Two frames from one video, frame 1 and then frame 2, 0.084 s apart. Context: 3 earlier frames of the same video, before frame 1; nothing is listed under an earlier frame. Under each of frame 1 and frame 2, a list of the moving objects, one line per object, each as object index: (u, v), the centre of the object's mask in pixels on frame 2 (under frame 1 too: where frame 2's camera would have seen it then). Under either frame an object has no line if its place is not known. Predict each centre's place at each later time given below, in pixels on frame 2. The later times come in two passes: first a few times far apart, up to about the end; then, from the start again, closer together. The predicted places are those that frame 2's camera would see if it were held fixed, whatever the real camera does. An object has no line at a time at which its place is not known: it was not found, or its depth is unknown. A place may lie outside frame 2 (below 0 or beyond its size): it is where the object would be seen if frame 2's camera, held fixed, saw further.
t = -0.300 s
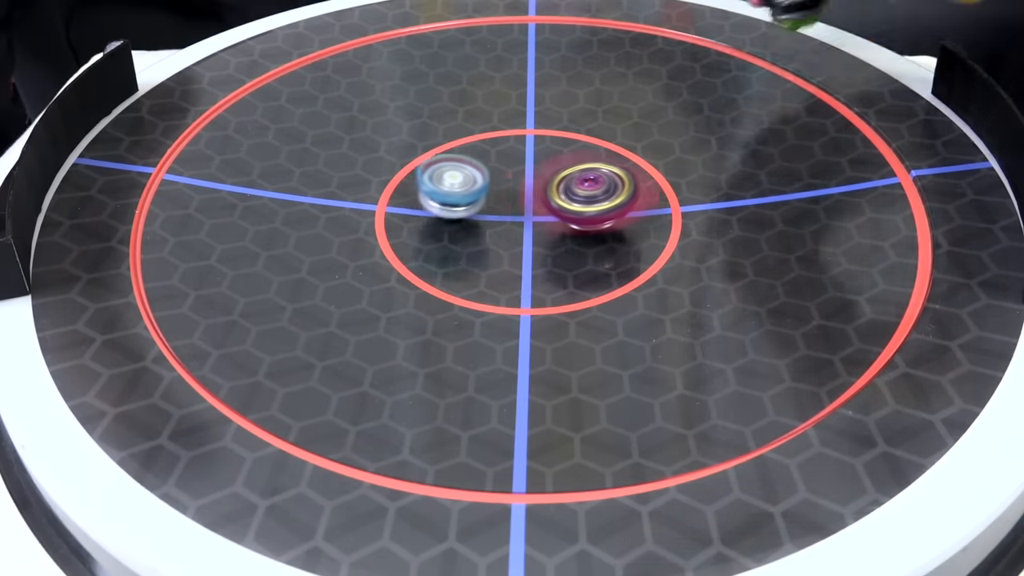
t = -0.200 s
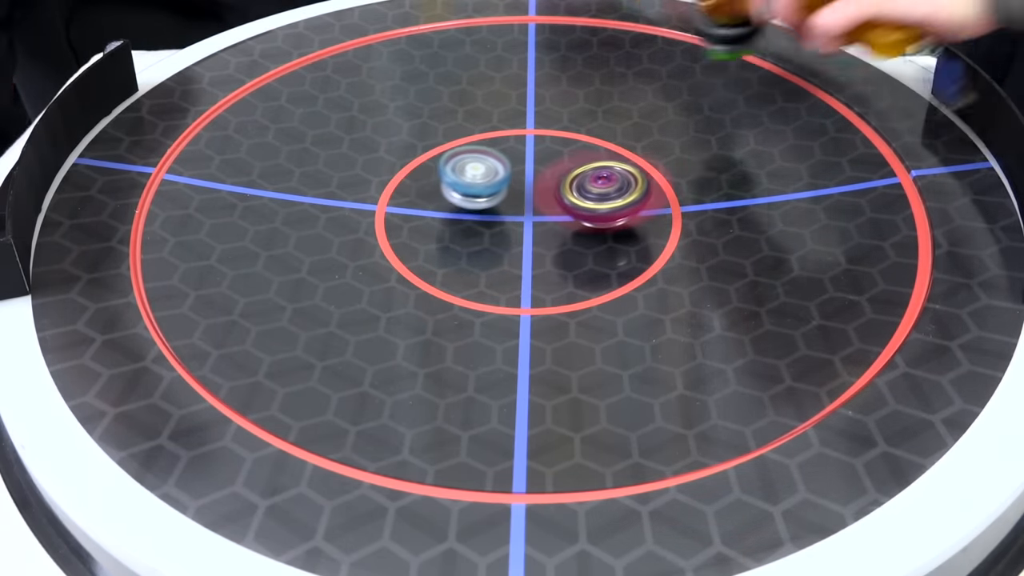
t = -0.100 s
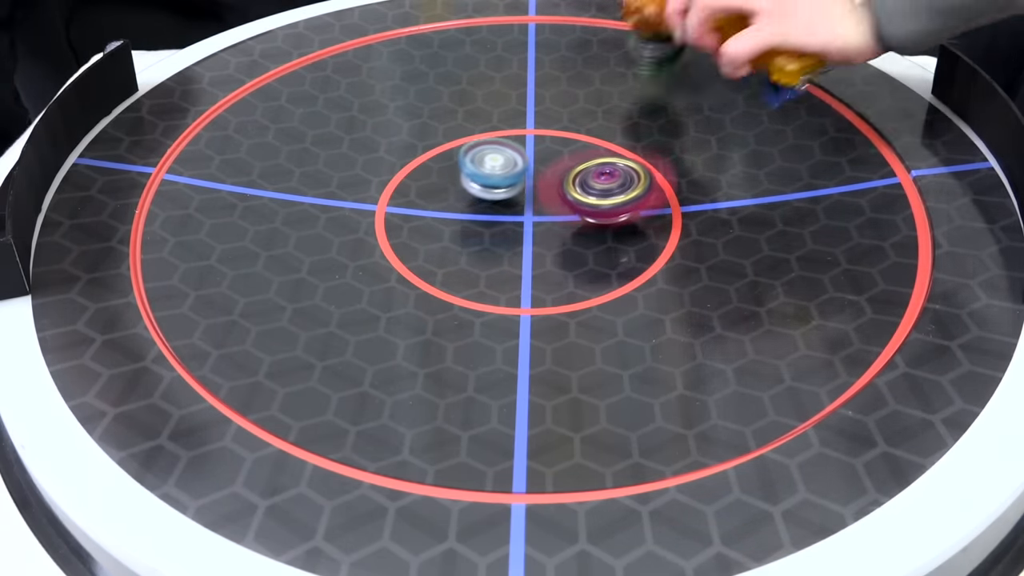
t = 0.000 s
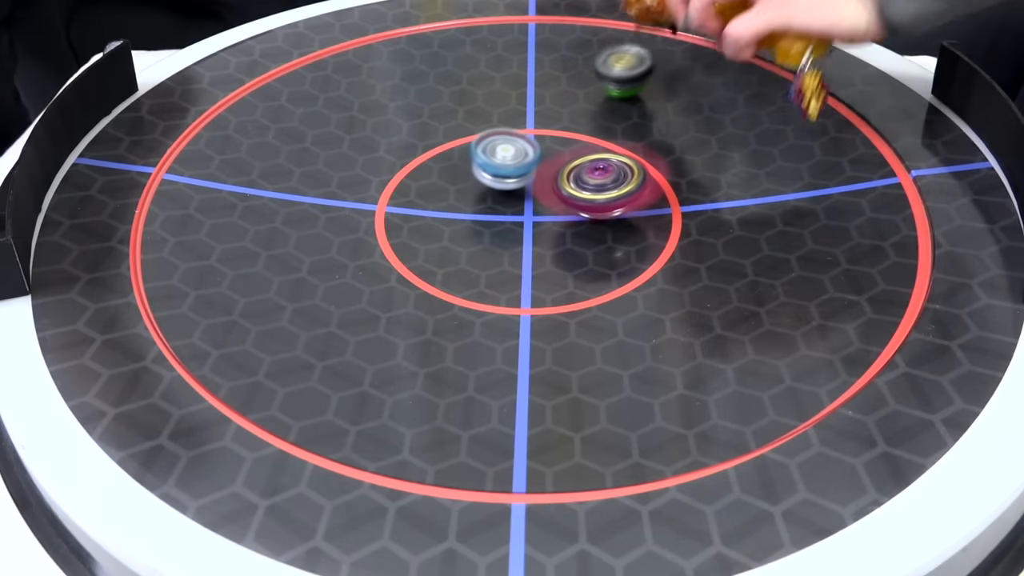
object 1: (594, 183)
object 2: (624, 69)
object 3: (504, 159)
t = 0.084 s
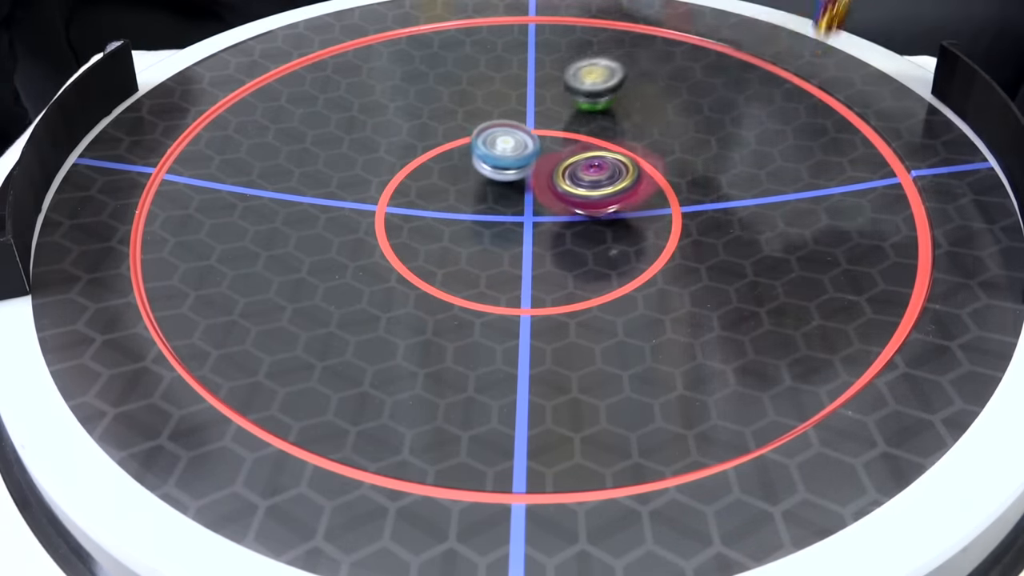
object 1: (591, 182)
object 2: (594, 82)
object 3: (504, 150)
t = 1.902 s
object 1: (507, 251)
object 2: (555, 172)
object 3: (443, 143)
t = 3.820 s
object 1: (533, 170)
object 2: (570, 352)
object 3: (380, 151)
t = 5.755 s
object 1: (535, 195)
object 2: (522, 131)
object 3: (589, 147)
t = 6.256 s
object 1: (523, 195)
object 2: (536, 121)
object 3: (630, 169)
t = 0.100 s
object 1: (590, 180)
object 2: (588, 85)
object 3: (503, 148)
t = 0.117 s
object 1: (589, 180)
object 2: (582, 90)
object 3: (502, 146)
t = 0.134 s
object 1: (589, 179)
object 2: (575, 94)
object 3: (500, 144)
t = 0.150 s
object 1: (588, 179)
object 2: (568, 98)
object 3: (499, 142)
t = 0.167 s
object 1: (588, 178)
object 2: (561, 104)
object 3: (497, 140)
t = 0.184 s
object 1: (587, 177)
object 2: (555, 109)
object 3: (495, 139)
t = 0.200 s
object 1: (586, 177)
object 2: (550, 115)
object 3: (491, 138)
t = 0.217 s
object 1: (587, 177)
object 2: (547, 119)
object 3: (482, 138)
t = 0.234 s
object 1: (587, 177)
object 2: (544, 124)
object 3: (474, 138)
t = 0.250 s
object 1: (587, 177)
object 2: (542, 128)
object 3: (465, 138)
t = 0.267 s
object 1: (587, 178)
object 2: (540, 132)
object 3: (458, 139)
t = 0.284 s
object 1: (587, 180)
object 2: (539, 134)
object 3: (450, 139)
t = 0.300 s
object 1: (586, 182)
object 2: (540, 135)
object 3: (443, 140)
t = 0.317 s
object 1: (585, 184)
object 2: (542, 134)
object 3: (435, 141)
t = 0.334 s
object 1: (579, 188)
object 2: (544, 133)
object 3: (428, 143)
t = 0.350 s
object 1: (575, 191)
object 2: (546, 131)
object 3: (422, 144)
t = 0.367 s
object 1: (572, 194)
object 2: (548, 130)
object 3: (416, 146)
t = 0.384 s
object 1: (569, 197)
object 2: (548, 129)
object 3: (410, 148)
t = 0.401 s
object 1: (567, 200)
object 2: (549, 128)
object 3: (406, 150)
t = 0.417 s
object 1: (564, 203)
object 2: (549, 128)
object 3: (402, 152)
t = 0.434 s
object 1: (562, 206)
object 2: (549, 128)
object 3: (399, 155)
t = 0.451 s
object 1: (559, 209)
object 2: (549, 128)
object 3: (396, 158)
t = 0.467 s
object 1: (556, 212)
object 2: (548, 129)
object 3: (394, 161)
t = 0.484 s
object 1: (555, 213)
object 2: (547, 129)
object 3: (393, 165)
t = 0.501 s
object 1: (554, 214)
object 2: (545, 130)
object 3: (393, 168)
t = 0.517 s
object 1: (552, 216)
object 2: (543, 131)
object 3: (393, 172)
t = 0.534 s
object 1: (550, 219)
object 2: (541, 133)
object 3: (394, 176)
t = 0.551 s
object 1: (549, 221)
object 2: (539, 135)
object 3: (396, 180)
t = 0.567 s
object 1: (547, 224)
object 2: (538, 136)
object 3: (398, 184)
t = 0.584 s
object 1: (546, 225)
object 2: (537, 138)
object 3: (402, 188)
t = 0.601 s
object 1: (545, 227)
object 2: (536, 140)
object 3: (406, 192)
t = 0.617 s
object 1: (544, 229)
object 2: (536, 142)
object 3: (411, 196)
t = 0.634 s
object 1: (543, 231)
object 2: (536, 144)
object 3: (418, 200)
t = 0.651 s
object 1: (541, 232)
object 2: (536, 146)
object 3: (424, 204)
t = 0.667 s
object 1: (539, 235)
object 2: (537, 149)
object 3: (431, 208)
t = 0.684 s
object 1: (539, 236)
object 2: (538, 152)
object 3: (438, 210)
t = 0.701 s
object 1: (539, 240)
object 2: (539, 155)
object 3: (445, 212)
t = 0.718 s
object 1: (541, 243)
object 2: (540, 157)
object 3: (452, 212)
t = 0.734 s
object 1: (541, 246)
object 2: (542, 160)
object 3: (459, 210)
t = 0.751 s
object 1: (541, 252)
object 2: (544, 162)
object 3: (467, 207)
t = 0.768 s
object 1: (539, 254)
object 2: (547, 164)
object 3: (475, 202)
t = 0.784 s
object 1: (538, 256)
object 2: (550, 166)
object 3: (483, 197)
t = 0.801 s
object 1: (537, 258)
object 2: (554, 168)
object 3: (489, 192)
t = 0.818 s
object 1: (536, 260)
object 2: (566, 168)
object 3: (484, 188)
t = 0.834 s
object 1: (536, 262)
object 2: (581, 166)
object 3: (473, 187)
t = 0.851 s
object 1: (536, 264)
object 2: (596, 163)
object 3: (461, 185)
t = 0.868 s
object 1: (535, 266)
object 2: (613, 160)
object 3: (451, 184)
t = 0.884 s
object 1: (534, 268)
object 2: (627, 158)
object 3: (442, 182)
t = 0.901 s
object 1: (532, 269)
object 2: (641, 154)
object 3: (433, 180)
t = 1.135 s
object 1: (495, 280)
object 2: (756, 106)
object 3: (339, 186)
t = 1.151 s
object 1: (492, 281)
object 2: (759, 103)
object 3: (334, 187)
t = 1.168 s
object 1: (486, 282)
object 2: (760, 99)
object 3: (330, 188)
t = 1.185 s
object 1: (483, 282)
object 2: (761, 95)
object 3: (327, 188)
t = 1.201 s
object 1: (482, 282)
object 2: (762, 92)
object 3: (323, 189)
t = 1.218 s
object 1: (477, 282)
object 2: (762, 88)
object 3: (320, 189)
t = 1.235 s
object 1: (475, 282)
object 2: (761, 85)
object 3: (317, 189)
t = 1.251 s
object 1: (474, 283)
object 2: (759, 82)
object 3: (315, 190)
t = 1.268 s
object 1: (471, 284)
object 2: (757, 79)
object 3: (312, 189)
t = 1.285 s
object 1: (471, 284)
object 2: (753, 77)
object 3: (311, 189)
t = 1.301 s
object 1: (470, 285)
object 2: (748, 75)
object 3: (311, 188)
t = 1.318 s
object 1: (470, 285)
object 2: (743, 72)
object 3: (311, 188)
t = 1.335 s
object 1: (470, 285)
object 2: (738, 70)
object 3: (312, 188)
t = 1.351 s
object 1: (470, 286)
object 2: (731, 68)
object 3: (313, 189)
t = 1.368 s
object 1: (470, 286)
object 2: (724, 67)
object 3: (314, 189)
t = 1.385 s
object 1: (470, 286)
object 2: (717, 65)
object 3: (315, 189)
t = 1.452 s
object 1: (470, 286)
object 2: (686, 63)
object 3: (324, 188)
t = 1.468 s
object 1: (472, 285)
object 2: (678, 63)
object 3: (328, 188)
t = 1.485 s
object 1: (474, 285)
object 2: (670, 62)
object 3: (332, 187)
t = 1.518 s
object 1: (477, 283)
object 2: (656, 62)
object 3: (341, 186)
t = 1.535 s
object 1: (480, 281)
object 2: (649, 62)
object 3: (346, 185)
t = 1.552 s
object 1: (483, 280)
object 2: (642, 64)
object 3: (351, 184)
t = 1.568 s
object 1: (484, 279)
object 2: (636, 66)
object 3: (356, 183)
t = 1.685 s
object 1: (491, 270)
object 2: (593, 89)
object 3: (403, 175)
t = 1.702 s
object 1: (492, 269)
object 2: (587, 94)
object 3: (410, 175)
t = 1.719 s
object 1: (493, 268)
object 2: (581, 100)
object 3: (417, 175)
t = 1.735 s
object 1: (494, 267)
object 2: (576, 105)
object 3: (423, 174)
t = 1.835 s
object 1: (502, 259)
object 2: (545, 145)
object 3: (458, 167)
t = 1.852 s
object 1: (504, 258)
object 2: (540, 152)
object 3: (463, 165)
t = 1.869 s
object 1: (505, 256)
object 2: (538, 161)
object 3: (464, 159)
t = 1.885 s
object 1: (506, 253)
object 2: (546, 166)
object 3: (454, 149)
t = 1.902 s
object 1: (507, 251)
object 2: (555, 172)
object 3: (443, 143)
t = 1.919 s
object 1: (507, 250)
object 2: (564, 177)
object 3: (432, 140)
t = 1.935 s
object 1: (508, 248)
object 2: (572, 183)
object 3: (422, 140)
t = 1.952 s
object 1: (510, 247)
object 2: (581, 190)
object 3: (413, 144)
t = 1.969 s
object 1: (510, 245)
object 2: (589, 196)
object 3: (404, 142)
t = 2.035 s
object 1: (514, 238)
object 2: (626, 218)
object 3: (376, 135)
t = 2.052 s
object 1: (515, 237)
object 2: (636, 224)
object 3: (370, 135)
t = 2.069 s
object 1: (515, 234)
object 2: (645, 228)
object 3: (366, 134)
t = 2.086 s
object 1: (516, 233)
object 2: (655, 233)
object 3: (362, 134)
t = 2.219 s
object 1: (522, 222)
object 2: (730, 264)
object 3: (329, 136)
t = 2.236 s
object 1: (522, 221)
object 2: (740, 267)
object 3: (326, 136)
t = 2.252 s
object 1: (523, 220)
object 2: (748, 269)
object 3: (323, 137)
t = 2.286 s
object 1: (524, 217)
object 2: (763, 273)
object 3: (318, 140)
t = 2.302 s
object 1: (524, 215)
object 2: (769, 275)
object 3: (315, 141)
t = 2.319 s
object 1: (525, 215)
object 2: (774, 275)
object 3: (312, 143)
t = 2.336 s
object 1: (525, 213)
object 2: (778, 276)
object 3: (310, 144)
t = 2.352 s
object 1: (525, 213)
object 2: (781, 277)
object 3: (307, 146)
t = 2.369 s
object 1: (525, 213)
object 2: (783, 277)
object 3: (304, 147)
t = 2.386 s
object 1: (525, 212)
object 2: (786, 277)
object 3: (302, 149)
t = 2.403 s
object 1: (525, 211)
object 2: (787, 277)
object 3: (299, 151)
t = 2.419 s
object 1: (526, 210)
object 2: (789, 275)
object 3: (297, 154)
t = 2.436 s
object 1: (526, 209)
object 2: (791, 274)
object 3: (296, 157)
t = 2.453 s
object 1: (526, 209)
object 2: (791, 272)
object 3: (294, 159)
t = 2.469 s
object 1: (527, 208)
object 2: (792, 270)
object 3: (293, 162)
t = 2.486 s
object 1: (527, 206)
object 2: (791, 268)
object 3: (292, 165)
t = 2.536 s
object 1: (528, 204)
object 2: (790, 261)
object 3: (290, 174)
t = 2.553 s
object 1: (528, 204)
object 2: (789, 258)
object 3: (289, 176)
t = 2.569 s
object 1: (529, 203)
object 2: (788, 254)
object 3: (290, 179)
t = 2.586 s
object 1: (528, 203)
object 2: (787, 251)
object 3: (291, 182)
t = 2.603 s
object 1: (528, 203)
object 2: (786, 247)
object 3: (292, 184)
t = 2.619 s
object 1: (528, 202)
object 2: (786, 243)
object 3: (294, 187)
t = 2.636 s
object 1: (528, 201)
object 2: (783, 239)
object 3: (296, 189)
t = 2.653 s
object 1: (528, 201)
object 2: (781, 237)
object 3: (298, 191)
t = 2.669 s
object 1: (528, 200)
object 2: (778, 234)
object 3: (301, 193)
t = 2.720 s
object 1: (528, 198)
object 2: (759, 229)
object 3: (311, 198)
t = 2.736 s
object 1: (527, 198)
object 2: (752, 227)
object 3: (315, 199)
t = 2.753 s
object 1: (528, 198)
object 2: (743, 225)
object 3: (320, 199)
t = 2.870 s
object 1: (526, 194)
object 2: (666, 221)
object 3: (360, 200)
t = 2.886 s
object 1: (526, 194)
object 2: (653, 222)
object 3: (368, 200)
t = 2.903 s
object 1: (526, 194)
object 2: (639, 223)
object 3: (375, 199)
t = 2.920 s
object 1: (525, 193)
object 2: (628, 222)
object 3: (383, 198)
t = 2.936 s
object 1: (524, 193)
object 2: (614, 223)
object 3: (391, 197)
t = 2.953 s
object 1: (523, 190)
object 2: (603, 224)
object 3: (400, 196)
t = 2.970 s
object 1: (521, 187)
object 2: (596, 229)
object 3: (409, 195)
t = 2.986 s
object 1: (519, 183)
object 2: (590, 236)
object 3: (418, 194)
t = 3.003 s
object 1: (517, 178)
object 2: (587, 242)
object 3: (427, 192)
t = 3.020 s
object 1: (517, 174)
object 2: (582, 249)
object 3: (432, 188)
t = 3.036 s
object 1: (519, 171)
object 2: (578, 255)
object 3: (430, 179)
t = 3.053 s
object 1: (520, 169)
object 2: (573, 261)
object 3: (426, 174)
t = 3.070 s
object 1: (524, 166)
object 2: (569, 266)
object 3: (423, 172)
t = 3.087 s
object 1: (527, 165)
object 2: (565, 272)
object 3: (421, 172)
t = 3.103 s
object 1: (529, 164)
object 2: (561, 279)
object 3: (419, 168)
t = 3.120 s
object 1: (531, 164)
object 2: (557, 285)
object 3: (417, 166)
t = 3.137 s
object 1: (534, 163)
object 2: (554, 290)
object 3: (416, 164)
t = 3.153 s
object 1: (535, 162)
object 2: (549, 296)
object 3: (416, 161)
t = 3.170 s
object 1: (537, 162)
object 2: (546, 301)
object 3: (415, 158)
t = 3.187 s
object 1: (537, 161)
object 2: (543, 307)
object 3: (415, 156)
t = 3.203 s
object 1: (539, 161)
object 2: (541, 311)
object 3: (414, 154)
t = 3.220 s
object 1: (540, 161)
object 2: (539, 316)
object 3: (414, 152)
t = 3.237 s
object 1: (541, 161)
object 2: (538, 321)
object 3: (414, 150)
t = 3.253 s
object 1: (541, 161)
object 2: (538, 324)
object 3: (414, 149)
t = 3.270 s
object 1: (542, 161)
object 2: (539, 329)
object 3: (413, 148)
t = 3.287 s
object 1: (542, 161)
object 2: (541, 333)
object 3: (413, 147)
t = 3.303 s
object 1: (542, 161)
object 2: (542, 335)
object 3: (412, 147)
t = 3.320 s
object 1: (543, 162)
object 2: (545, 338)
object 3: (412, 147)
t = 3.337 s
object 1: (543, 162)
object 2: (546, 340)
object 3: (412, 146)
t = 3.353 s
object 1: (543, 162)
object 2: (548, 342)
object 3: (411, 146)
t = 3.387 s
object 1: (542, 163)
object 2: (551, 346)
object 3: (409, 146)
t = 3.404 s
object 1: (542, 163)
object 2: (552, 348)
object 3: (408, 146)
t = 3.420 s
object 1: (542, 164)
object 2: (553, 349)
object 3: (406, 146)
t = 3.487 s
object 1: (540, 165)
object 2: (558, 355)
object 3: (398, 146)
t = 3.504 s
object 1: (540, 165)
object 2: (559, 356)
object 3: (396, 147)
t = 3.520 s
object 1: (540, 166)
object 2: (561, 358)
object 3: (394, 147)
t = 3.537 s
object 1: (540, 166)
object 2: (563, 359)
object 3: (391, 147)
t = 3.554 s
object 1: (539, 166)
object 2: (566, 360)
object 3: (389, 147)
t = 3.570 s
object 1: (539, 166)
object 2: (568, 360)
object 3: (387, 147)
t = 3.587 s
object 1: (538, 167)
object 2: (570, 360)
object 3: (385, 147)
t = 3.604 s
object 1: (538, 167)
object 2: (572, 361)
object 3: (382, 147)
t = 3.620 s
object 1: (537, 167)
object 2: (574, 360)
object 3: (380, 147)
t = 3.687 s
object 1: (536, 168)
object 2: (580, 359)
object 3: (375, 147)
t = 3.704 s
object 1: (535, 168)
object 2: (580, 359)
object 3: (374, 147)
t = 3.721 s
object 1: (535, 169)
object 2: (580, 358)
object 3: (374, 147)
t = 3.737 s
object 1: (534, 169)
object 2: (580, 357)
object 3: (374, 148)
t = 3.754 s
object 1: (534, 169)
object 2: (579, 357)
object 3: (375, 148)
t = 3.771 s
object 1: (533, 169)
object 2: (577, 356)
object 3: (375, 149)
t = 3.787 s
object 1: (533, 170)
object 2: (575, 355)
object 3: (376, 149)
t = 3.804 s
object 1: (533, 170)
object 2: (573, 353)
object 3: (378, 150)
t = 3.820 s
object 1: (533, 170)
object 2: (570, 352)
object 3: (380, 151)
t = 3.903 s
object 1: (532, 171)
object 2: (545, 344)
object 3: (393, 155)
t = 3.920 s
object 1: (532, 171)
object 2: (539, 342)
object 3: (396, 157)
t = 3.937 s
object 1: (531, 172)
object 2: (533, 339)
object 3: (400, 158)
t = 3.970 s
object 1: (531, 172)
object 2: (519, 334)
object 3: (409, 160)
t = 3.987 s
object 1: (530, 173)
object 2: (511, 331)
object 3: (413, 161)
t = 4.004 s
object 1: (530, 173)
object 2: (504, 328)
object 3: (418, 163)
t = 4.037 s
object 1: (530, 173)
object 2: (490, 321)
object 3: (428, 165)
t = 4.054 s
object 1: (530, 174)
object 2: (483, 318)
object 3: (433, 166)
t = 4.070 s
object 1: (531, 174)
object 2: (475, 315)
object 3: (437, 166)
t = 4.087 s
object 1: (532, 175)
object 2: (468, 312)
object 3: (442, 166)
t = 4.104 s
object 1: (533, 176)
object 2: (461, 307)
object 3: (445, 164)
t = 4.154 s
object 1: (536, 182)
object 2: (441, 296)
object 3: (452, 154)
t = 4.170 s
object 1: (538, 183)
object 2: (436, 292)
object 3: (454, 151)
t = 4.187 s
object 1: (538, 184)
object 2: (431, 288)
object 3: (455, 148)
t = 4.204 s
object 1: (539, 186)
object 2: (425, 283)
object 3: (456, 145)
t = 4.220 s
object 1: (539, 187)
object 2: (421, 279)
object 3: (457, 142)
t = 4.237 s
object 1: (540, 188)
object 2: (416, 275)
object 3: (458, 139)
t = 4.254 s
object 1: (541, 188)
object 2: (413, 270)
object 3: (458, 137)
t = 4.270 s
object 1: (541, 189)
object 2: (410, 266)
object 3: (459, 134)
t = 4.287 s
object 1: (541, 190)
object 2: (408, 262)
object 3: (459, 131)
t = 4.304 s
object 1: (541, 190)
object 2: (407, 258)
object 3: (458, 129)
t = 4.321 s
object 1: (541, 190)
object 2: (406, 255)
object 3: (458, 127)
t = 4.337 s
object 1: (541, 191)
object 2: (407, 251)
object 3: (458, 124)
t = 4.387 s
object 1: (541, 191)
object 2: (409, 242)
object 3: (456, 117)
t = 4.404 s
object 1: (541, 192)
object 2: (410, 240)
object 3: (456, 115)
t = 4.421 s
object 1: (541, 192)
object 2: (411, 237)
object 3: (455, 113)
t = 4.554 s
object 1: (541, 192)
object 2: (418, 222)
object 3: (452, 102)
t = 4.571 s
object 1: (540, 192)
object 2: (419, 220)
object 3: (453, 101)
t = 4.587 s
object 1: (541, 192)
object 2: (420, 217)
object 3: (453, 100)
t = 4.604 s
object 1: (540, 192)
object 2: (421, 215)
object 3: (454, 99)
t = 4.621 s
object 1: (540, 192)
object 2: (422, 214)
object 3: (455, 98)
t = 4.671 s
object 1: (540, 192)
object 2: (427, 209)
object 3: (456, 95)
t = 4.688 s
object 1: (540, 192)
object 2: (428, 207)
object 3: (457, 94)
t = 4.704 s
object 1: (540, 192)
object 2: (430, 206)
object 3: (457, 93)
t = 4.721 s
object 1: (540, 192)
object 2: (431, 205)
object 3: (458, 93)
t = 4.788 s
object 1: (539, 191)
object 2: (438, 199)
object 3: (462, 89)
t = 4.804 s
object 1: (539, 191)
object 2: (440, 196)
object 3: (464, 88)
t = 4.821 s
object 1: (539, 191)
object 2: (442, 194)
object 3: (467, 88)
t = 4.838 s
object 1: (540, 191)
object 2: (444, 191)
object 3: (469, 87)
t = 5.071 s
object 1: (540, 191)
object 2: (462, 157)
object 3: (501, 86)
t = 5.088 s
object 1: (541, 191)
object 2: (463, 155)
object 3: (504, 87)
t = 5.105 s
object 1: (540, 190)
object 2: (465, 153)
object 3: (507, 87)
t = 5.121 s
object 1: (540, 190)
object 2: (465, 151)
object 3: (510, 87)
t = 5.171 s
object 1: (539, 190)
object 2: (467, 145)
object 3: (520, 89)
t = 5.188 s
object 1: (539, 189)
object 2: (467, 142)
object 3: (524, 89)
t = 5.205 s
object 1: (539, 189)
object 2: (466, 141)
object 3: (527, 90)
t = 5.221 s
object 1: (539, 189)
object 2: (466, 139)
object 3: (529, 91)
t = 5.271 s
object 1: (539, 188)
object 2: (463, 135)
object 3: (538, 93)
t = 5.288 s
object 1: (538, 188)
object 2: (463, 135)
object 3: (541, 94)
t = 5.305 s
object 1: (538, 187)
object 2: (462, 135)
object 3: (544, 94)
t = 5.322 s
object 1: (538, 187)
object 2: (462, 135)
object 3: (547, 95)
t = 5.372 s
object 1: (538, 186)
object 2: (461, 137)
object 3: (554, 97)
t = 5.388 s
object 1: (538, 186)
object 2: (461, 138)
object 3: (556, 99)
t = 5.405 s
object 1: (538, 185)
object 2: (460, 139)
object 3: (559, 100)
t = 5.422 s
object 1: (538, 185)
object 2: (460, 141)
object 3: (560, 101)
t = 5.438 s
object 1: (537, 185)
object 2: (460, 143)
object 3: (562, 102)
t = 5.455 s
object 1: (538, 185)
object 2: (460, 143)
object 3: (563, 103)
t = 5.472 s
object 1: (537, 185)
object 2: (461, 144)
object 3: (564, 104)
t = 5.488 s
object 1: (538, 185)
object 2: (462, 146)
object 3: (566, 105)
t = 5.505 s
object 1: (537, 185)
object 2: (463, 148)
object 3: (568, 106)
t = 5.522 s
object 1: (538, 185)
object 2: (465, 149)
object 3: (569, 107)
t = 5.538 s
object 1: (538, 184)
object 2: (467, 150)
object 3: (571, 109)
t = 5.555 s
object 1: (538, 185)
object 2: (471, 150)
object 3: (573, 111)
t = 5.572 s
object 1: (538, 185)
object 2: (475, 151)
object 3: (574, 114)
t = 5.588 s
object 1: (539, 185)
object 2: (480, 150)
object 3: (575, 117)
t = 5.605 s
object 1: (539, 187)
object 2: (485, 148)
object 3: (577, 120)
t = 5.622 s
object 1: (538, 188)
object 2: (489, 145)
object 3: (579, 122)
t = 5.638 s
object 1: (538, 189)
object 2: (495, 143)
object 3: (581, 125)
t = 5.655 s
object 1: (537, 190)
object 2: (501, 140)
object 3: (582, 128)
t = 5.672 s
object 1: (537, 192)
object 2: (506, 140)
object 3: (584, 131)
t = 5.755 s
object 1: (535, 195)
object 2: (522, 131)
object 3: (589, 147)
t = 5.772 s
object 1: (535, 196)
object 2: (524, 130)
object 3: (590, 149)
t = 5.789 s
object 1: (535, 196)
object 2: (525, 130)
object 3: (591, 152)
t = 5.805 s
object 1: (535, 196)
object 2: (526, 129)
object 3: (592, 154)
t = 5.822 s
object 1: (535, 196)
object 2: (528, 129)
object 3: (594, 156)
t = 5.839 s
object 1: (534, 196)
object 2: (529, 128)
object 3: (596, 159)
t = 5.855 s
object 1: (532, 196)
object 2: (530, 126)
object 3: (598, 160)
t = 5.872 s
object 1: (531, 197)
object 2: (531, 125)
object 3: (601, 162)
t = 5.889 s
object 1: (530, 197)
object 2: (532, 124)
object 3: (604, 163)
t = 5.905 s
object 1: (529, 197)
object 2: (533, 122)
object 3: (608, 164)
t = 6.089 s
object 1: (523, 196)
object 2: (534, 114)
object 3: (635, 168)
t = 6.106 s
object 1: (523, 196)
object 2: (534, 114)
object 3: (636, 168)
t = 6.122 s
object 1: (523, 196)
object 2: (533, 114)
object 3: (637, 168)
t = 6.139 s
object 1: (523, 196)
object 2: (533, 114)
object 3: (637, 168)
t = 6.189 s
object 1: (523, 196)
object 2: (534, 114)
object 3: (636, 168)
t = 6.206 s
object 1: (523, 196)
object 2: (535, 115)
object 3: (635, 168)
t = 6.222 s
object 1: (522, 195)
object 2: (535, 117)
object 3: (633, 168)
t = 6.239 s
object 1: (523, 196)
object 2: (535, 119)
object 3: (632, 169)
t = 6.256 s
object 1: (523, 195)
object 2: (536, 121)
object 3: (630, 169)
